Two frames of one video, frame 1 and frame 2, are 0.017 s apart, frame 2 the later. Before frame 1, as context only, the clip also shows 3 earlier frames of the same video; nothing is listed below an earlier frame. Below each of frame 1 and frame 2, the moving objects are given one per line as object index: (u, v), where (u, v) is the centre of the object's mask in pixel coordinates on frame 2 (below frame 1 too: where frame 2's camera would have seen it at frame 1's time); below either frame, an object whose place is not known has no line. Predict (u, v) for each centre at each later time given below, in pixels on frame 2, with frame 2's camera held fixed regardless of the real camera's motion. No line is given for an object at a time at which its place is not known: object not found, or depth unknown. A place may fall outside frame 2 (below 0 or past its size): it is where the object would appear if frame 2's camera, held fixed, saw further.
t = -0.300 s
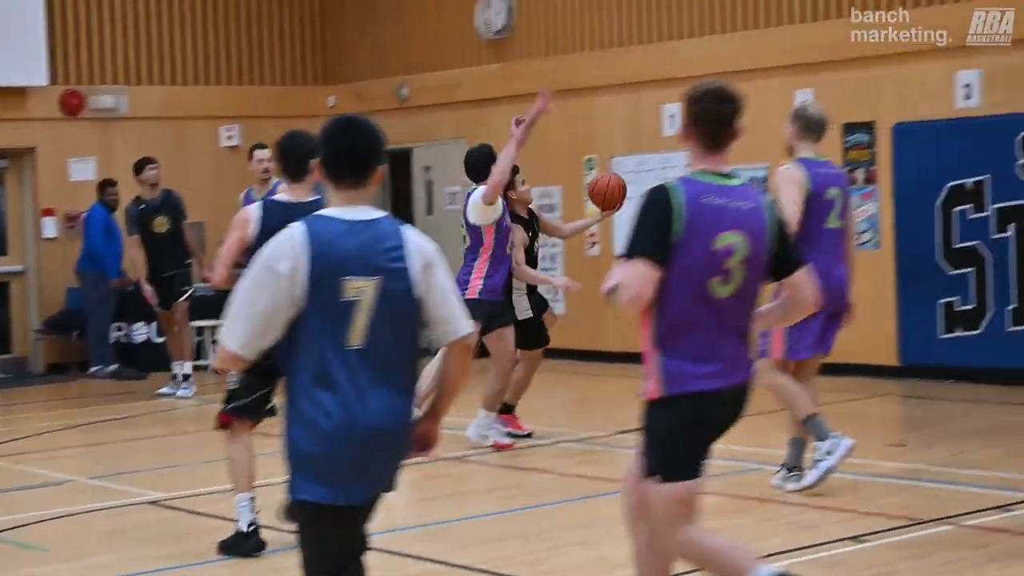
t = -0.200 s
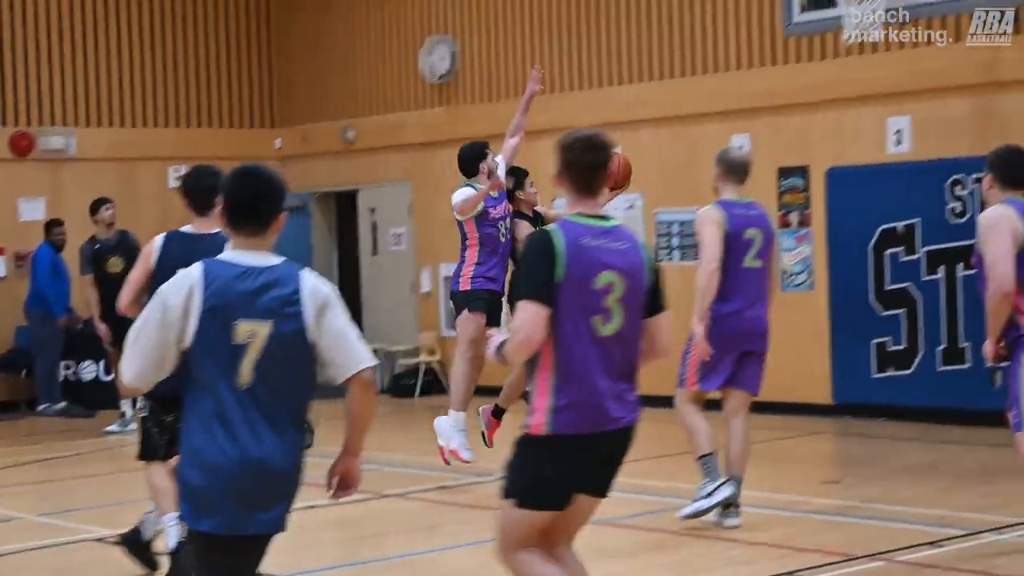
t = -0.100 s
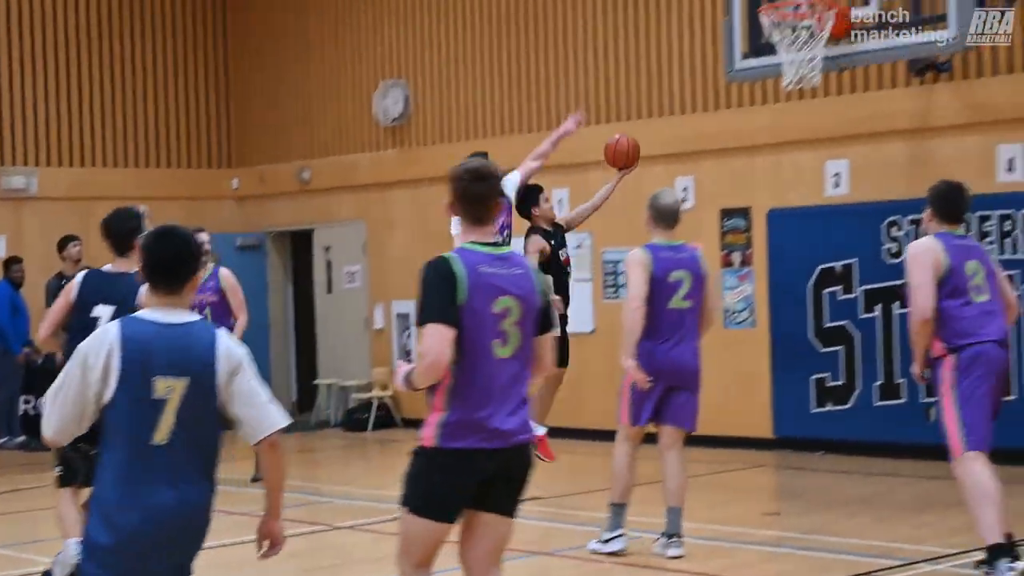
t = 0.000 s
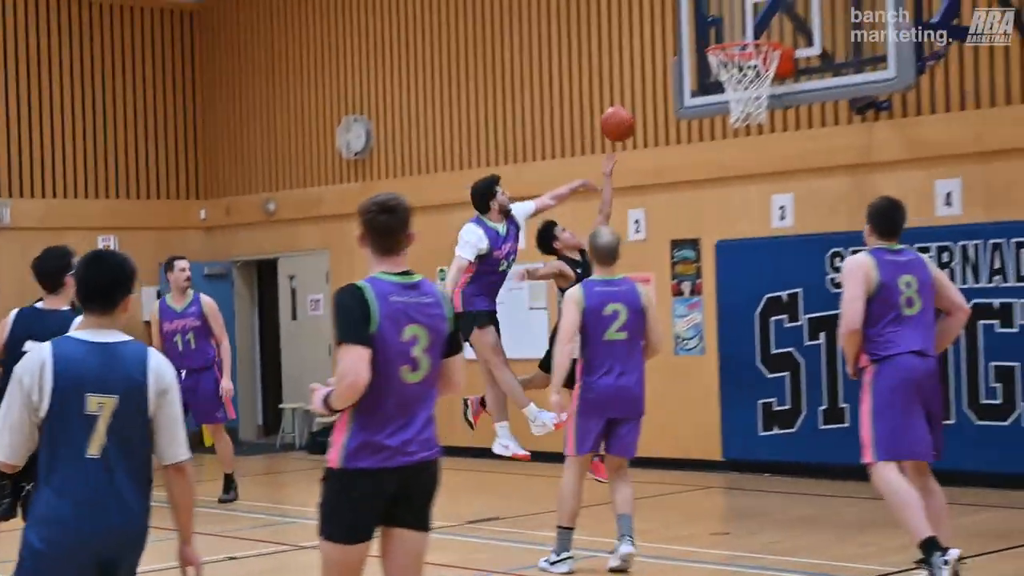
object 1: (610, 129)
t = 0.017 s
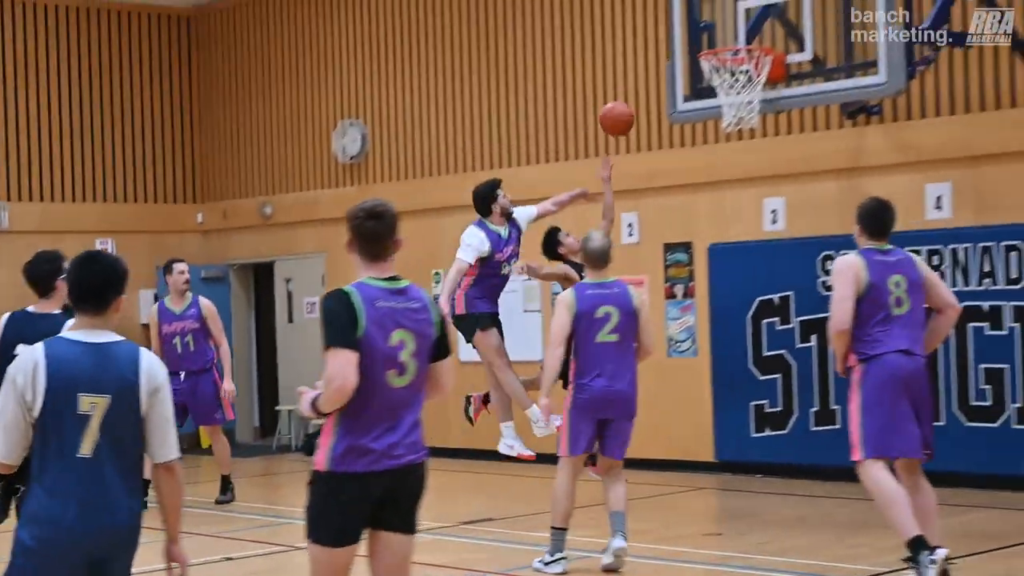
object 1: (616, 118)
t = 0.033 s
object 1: (623, 109)
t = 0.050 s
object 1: (629, 101)
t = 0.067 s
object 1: (635, 93)
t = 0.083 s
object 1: (641, 85)
